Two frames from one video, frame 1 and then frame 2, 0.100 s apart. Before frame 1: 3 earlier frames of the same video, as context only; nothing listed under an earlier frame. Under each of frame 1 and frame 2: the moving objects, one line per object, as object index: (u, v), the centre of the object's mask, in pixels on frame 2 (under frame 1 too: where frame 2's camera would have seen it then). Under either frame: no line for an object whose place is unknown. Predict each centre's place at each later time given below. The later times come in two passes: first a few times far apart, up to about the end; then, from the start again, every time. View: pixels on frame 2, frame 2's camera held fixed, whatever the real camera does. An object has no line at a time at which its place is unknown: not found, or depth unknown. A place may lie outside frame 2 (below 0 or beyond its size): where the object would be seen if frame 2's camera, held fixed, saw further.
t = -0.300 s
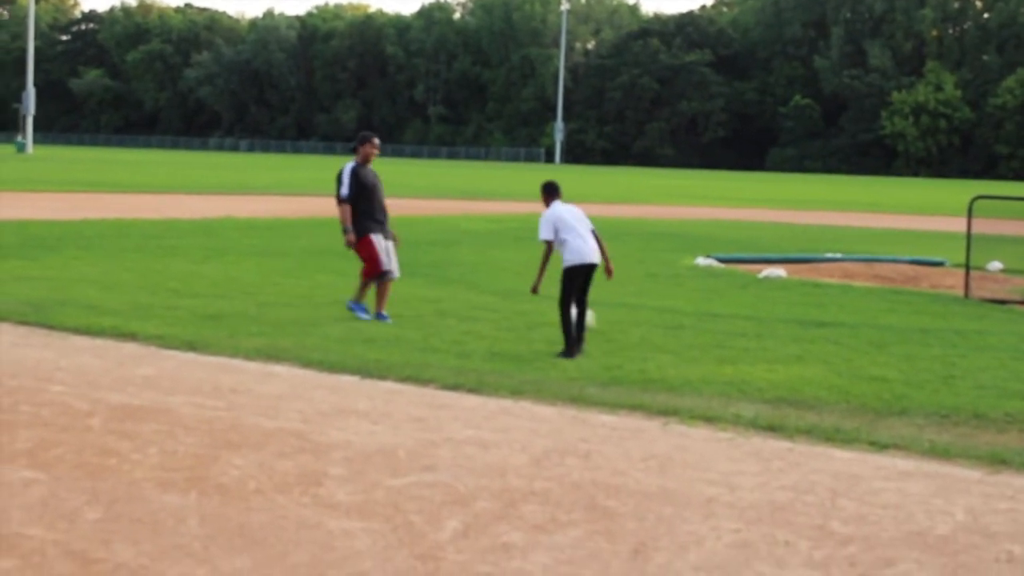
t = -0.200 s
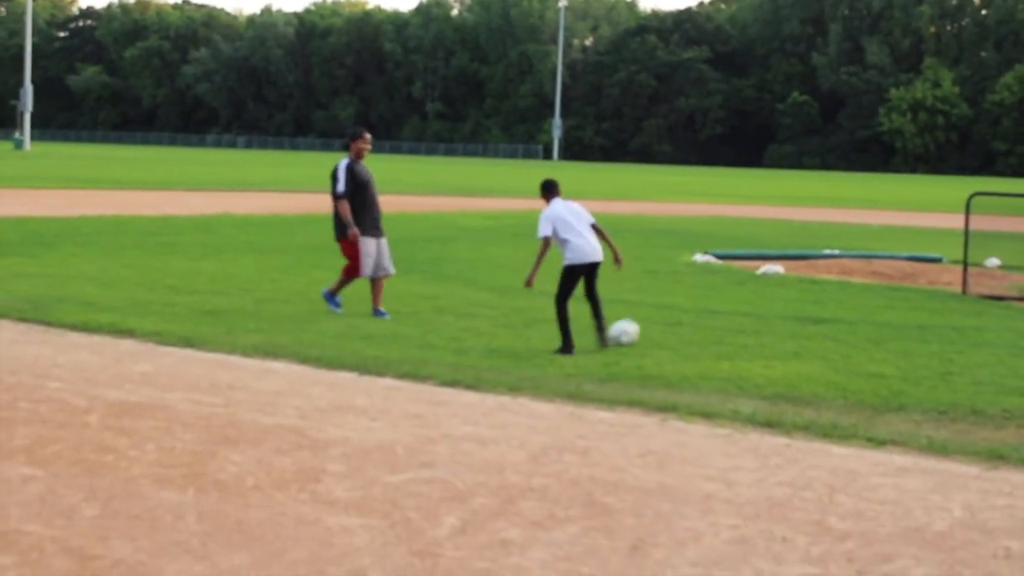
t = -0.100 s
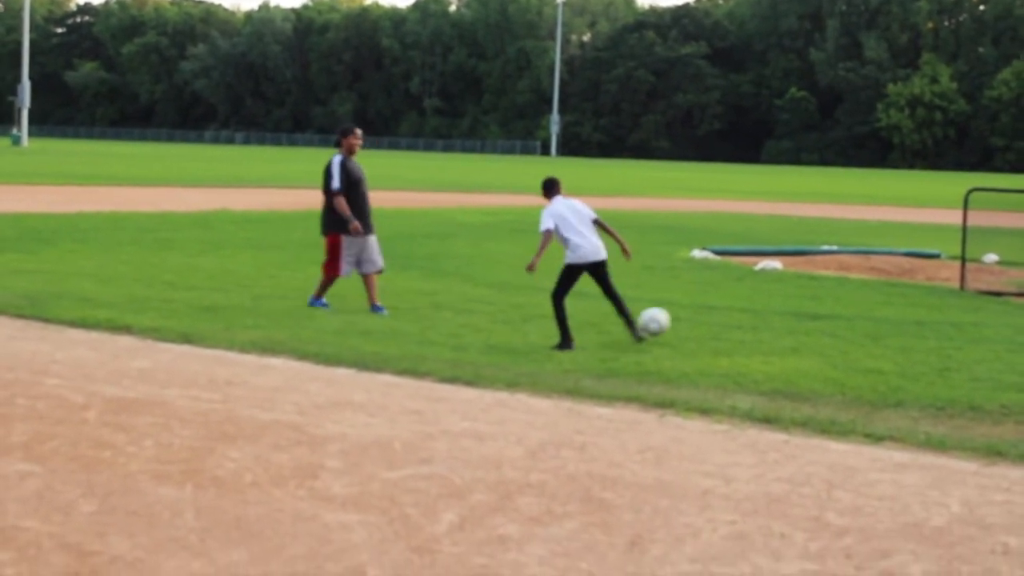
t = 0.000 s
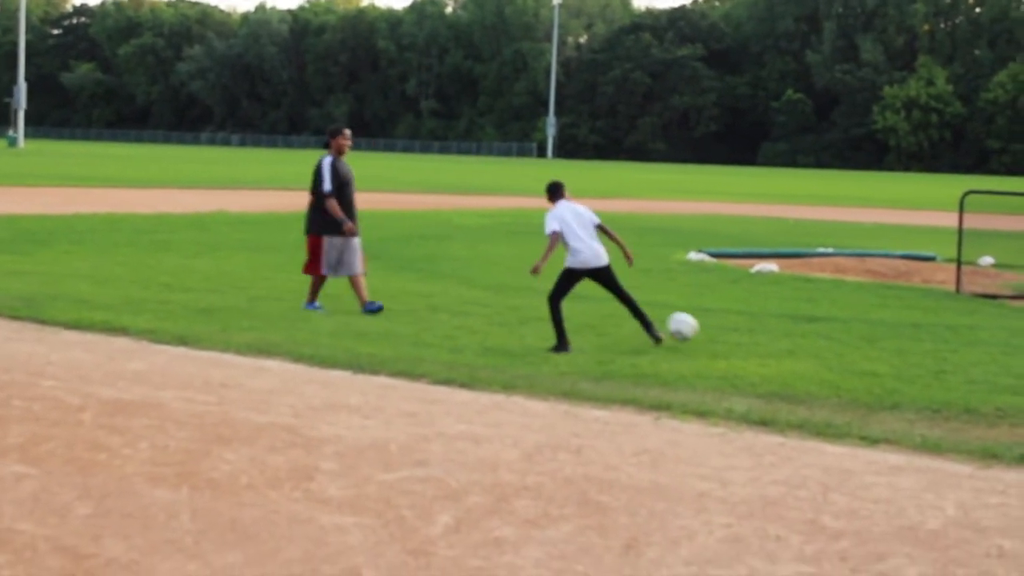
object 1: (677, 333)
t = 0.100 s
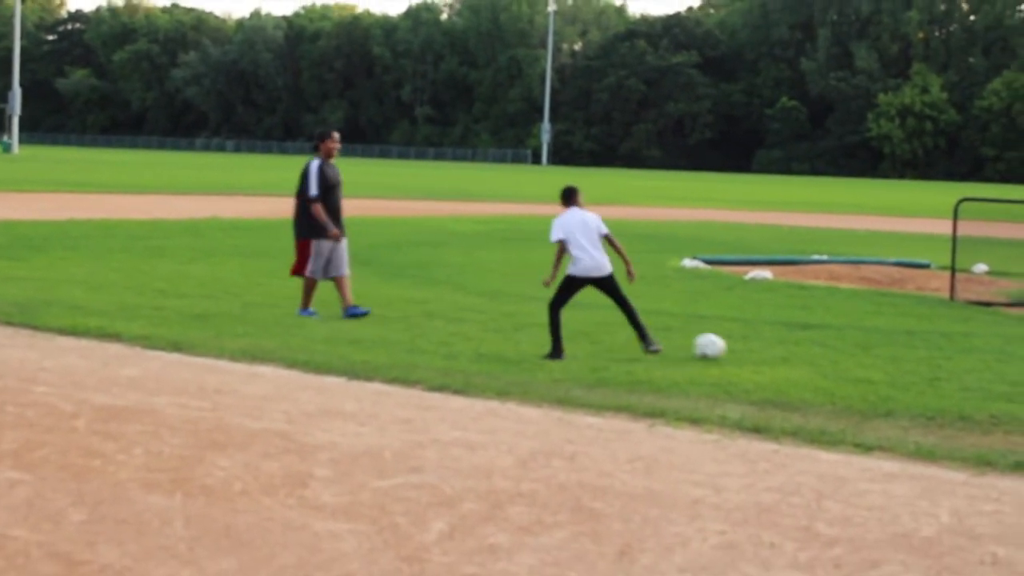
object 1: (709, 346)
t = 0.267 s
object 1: (765, 349)
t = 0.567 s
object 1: (863, 356)
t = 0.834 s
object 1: (942, 366)
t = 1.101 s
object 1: (1017, 372)
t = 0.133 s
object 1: (720, 345)
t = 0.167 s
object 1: (732, 345)
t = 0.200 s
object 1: (743, 345)
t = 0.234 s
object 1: (754, 347)
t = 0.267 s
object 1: (765, 349)
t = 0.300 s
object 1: (776, 352)
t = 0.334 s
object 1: (787, 352)
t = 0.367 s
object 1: (798, 352)
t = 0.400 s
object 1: (809, 353)
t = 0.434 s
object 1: (820, 355)
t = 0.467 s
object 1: (831, 356)
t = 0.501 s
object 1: (841, 356)
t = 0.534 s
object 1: (852, 356)
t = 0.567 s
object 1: (863, 356)
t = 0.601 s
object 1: (873, 358)
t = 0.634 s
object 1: (883, 360)
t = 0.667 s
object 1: (894, 362)
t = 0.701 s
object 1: (904, 361)
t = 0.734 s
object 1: (912, 360)
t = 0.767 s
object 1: (923, 361)
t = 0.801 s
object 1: (932, 363)
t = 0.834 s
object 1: (942, 366)
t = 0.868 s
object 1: (952, 366)
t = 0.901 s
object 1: (962, 367)
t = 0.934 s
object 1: (971, 367)
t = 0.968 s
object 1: (980, 368)
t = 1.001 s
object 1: (990, 369)
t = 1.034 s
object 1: (999, 371)
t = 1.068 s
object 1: (1008, 372)
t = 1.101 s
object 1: (1017, 372)
